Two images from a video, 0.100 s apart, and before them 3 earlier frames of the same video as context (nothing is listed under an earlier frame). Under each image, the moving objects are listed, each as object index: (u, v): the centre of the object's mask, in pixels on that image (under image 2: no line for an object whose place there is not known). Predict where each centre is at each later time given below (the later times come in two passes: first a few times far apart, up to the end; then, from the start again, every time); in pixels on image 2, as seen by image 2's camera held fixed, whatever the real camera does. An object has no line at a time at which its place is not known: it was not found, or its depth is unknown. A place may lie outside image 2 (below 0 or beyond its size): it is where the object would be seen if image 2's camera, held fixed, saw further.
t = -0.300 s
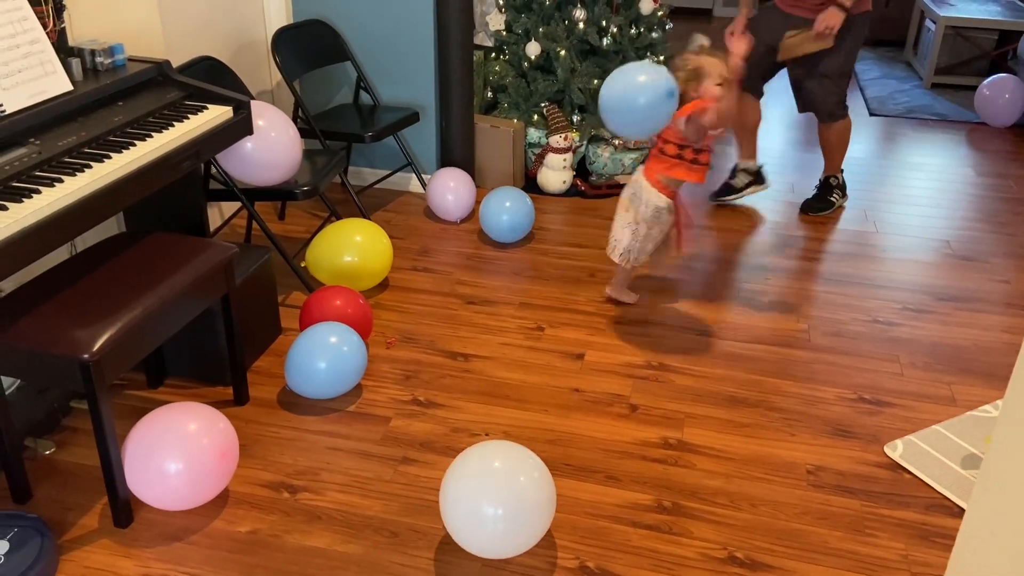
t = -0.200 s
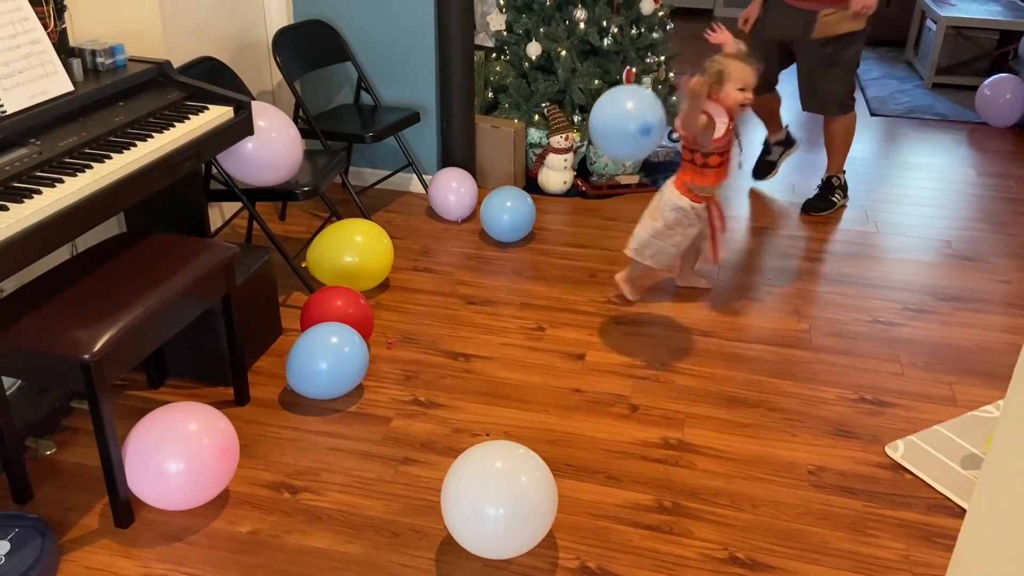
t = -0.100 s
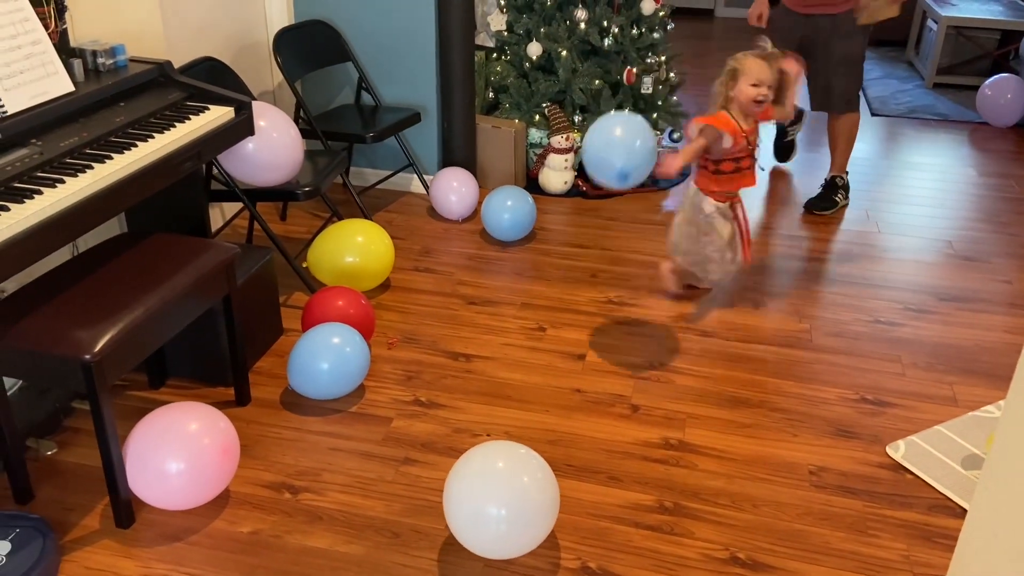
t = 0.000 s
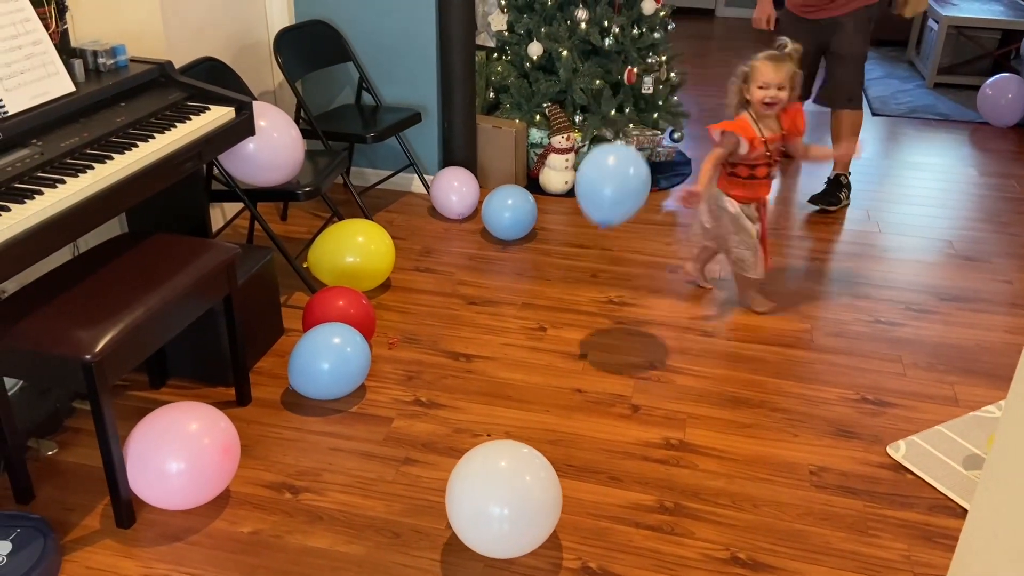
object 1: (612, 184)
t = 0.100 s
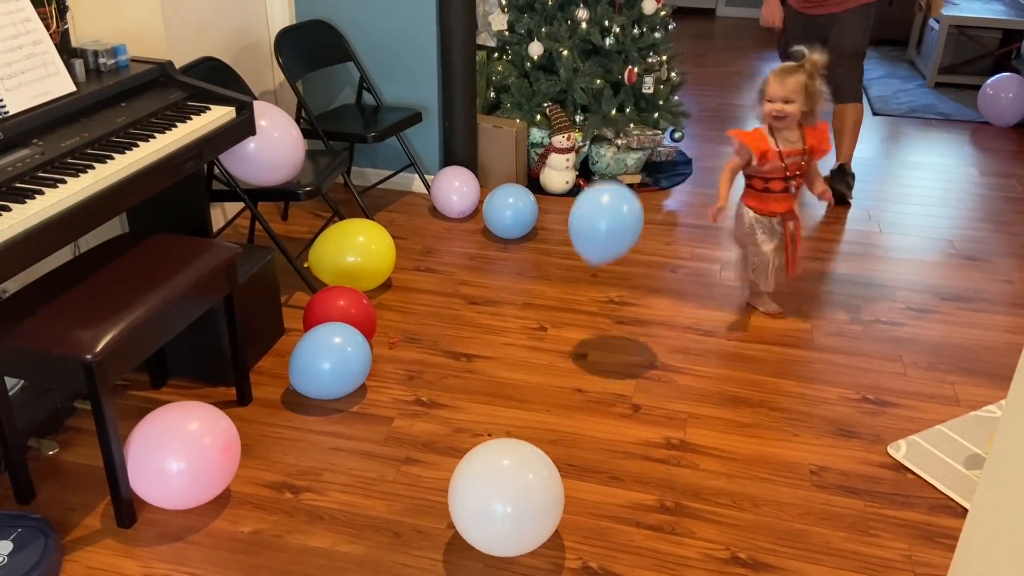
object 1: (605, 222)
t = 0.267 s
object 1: (596, 297)
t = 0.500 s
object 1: (587, 297)
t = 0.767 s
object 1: (575, 256)
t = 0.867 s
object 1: (569, 255)
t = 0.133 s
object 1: (603, 236)
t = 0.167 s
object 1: (602, 250)
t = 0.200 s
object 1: (600, 265)
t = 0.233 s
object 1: (598, 280)
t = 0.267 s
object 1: (596, 297)
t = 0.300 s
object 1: (594, 313)
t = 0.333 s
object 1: (591, 329)
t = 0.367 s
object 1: (589, 340)
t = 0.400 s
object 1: (589, 328)
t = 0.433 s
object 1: (588, 317)
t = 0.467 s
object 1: (588, 306)
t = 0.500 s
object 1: (587, 297)
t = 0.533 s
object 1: (586, 289)
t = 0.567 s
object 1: (584, 282)
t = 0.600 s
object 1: (583, 275)
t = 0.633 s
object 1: (582, 269)
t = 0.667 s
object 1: (580, 265)
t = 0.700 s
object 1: (578, 261)
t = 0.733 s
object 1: (577, 258)
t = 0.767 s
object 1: (575, 256)
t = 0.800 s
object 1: (573, 255)
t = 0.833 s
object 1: (571, 254)
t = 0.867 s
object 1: (569, 255)
